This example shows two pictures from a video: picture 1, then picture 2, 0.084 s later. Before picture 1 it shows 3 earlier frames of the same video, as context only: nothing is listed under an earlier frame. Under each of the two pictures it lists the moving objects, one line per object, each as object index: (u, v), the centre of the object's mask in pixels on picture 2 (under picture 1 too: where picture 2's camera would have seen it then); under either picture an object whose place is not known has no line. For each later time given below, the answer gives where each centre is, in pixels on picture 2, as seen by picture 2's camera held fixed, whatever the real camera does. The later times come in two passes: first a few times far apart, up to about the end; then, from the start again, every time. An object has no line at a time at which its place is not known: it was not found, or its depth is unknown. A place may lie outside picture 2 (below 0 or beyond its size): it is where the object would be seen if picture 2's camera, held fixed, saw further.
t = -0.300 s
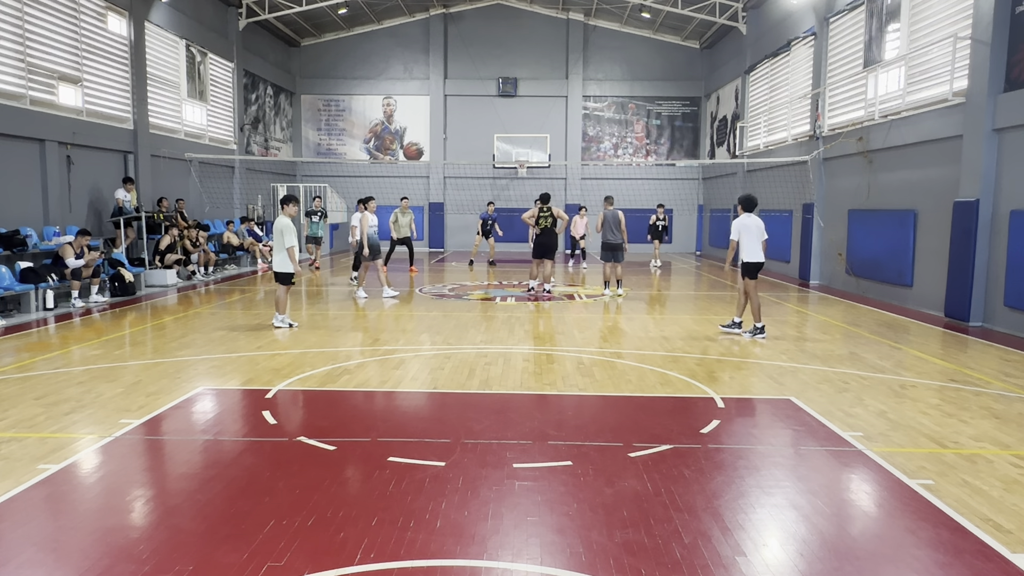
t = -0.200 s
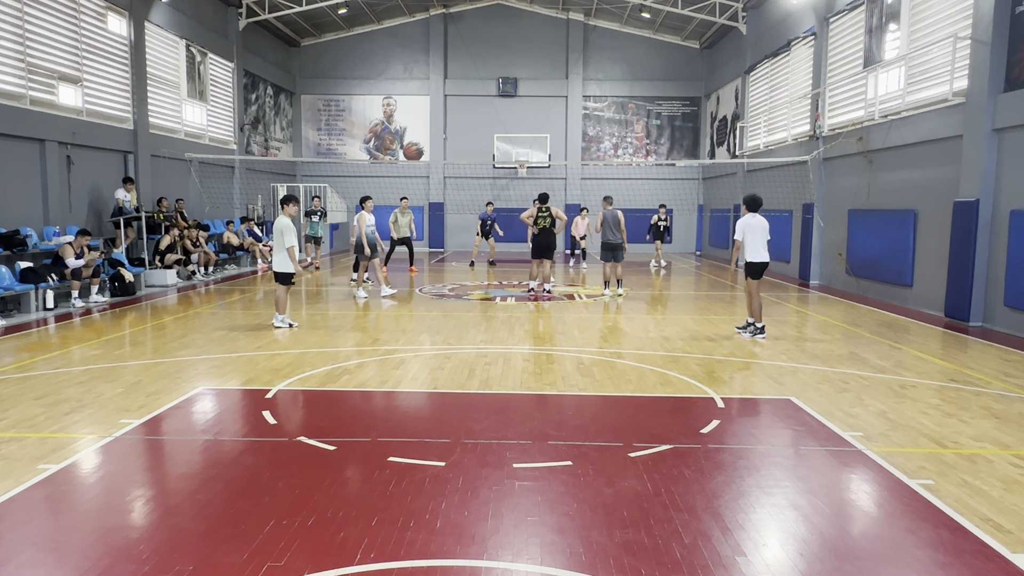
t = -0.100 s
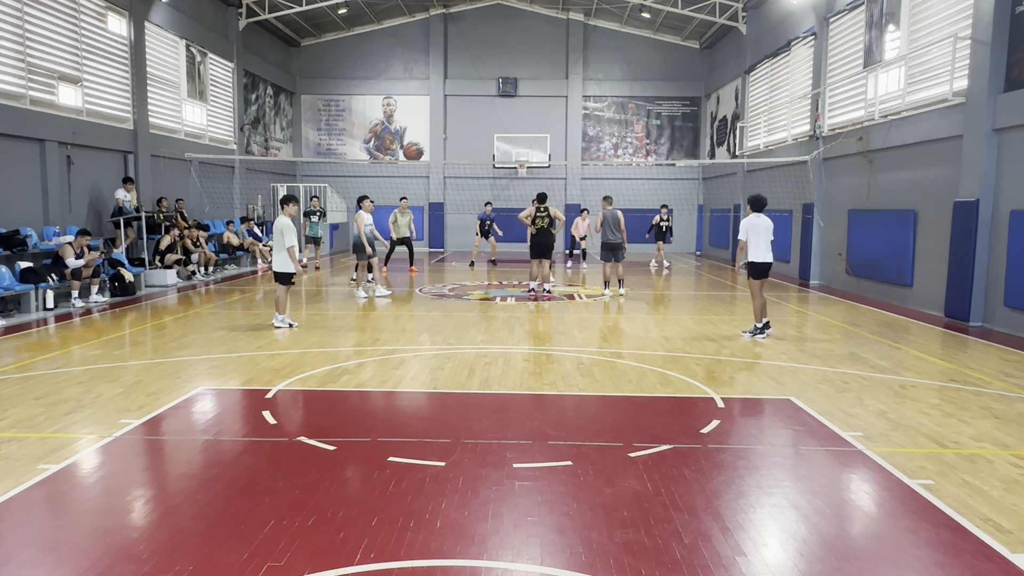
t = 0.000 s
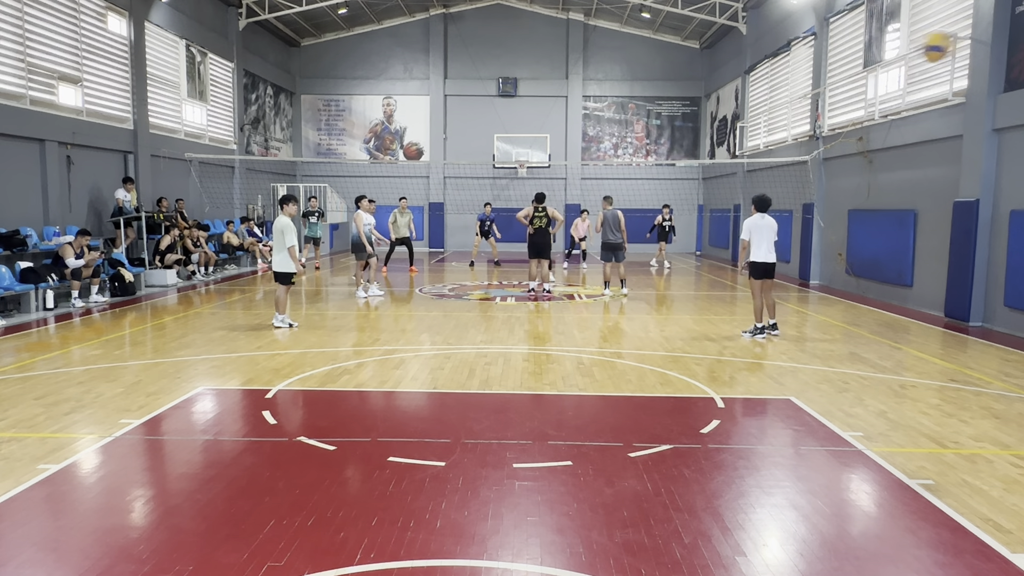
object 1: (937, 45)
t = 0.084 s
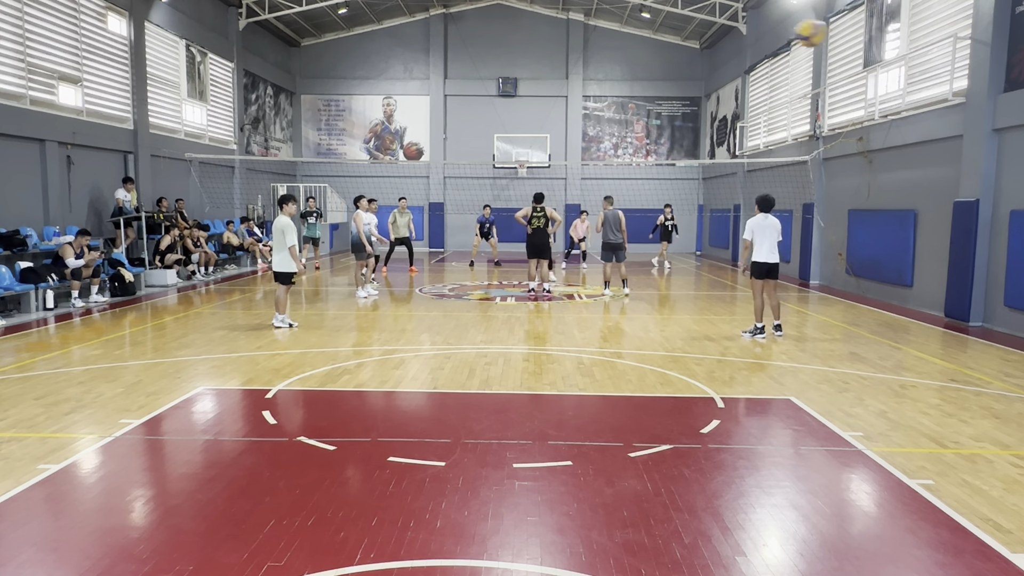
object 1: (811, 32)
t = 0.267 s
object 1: (660, 37)
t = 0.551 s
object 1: (555, 80)
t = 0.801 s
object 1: (511, 127)
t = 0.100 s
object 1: (790, 31)
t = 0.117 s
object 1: (773, 30)
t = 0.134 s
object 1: (757, 30)
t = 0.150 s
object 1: (742, 30)
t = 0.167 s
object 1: (728, 31)
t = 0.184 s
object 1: (714, 32)
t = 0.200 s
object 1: (703, 33)
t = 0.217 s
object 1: (691, 33)
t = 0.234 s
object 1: (680, 34)
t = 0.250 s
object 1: (670, 35)
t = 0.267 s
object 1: (660, 37)
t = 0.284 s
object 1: (651, 39)
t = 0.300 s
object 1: (642, 41)
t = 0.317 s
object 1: (634, 43)
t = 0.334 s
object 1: (626, 45)
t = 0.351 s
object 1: (619, 48)
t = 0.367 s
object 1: (612, 47)
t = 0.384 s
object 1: (606, 50)
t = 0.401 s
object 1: (600, 55)
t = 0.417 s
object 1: (594, 58)
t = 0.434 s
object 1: (588, 61)
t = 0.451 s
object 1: (583, 64)
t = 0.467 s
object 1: (578, 66)
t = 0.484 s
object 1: (573, 69)
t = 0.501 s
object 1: (568, 72)
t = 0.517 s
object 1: (563, 75)
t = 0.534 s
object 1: (559, 77)
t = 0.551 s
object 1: (555, 80)
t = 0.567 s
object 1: (551, 83)
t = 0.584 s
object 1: (547, 85)
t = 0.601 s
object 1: (544, 88)
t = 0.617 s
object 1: (540, 91)
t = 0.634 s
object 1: (537, 94)
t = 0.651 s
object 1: (534, 97)
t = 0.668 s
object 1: (531, 100)
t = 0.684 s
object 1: (528, 103)
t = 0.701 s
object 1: (525, 107)
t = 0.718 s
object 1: (522, 110)
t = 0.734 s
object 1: (520, 113)
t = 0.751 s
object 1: (518, 117)
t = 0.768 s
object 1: (515, 120)
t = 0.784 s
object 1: (513, 124)
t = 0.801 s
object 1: (511, 127)
